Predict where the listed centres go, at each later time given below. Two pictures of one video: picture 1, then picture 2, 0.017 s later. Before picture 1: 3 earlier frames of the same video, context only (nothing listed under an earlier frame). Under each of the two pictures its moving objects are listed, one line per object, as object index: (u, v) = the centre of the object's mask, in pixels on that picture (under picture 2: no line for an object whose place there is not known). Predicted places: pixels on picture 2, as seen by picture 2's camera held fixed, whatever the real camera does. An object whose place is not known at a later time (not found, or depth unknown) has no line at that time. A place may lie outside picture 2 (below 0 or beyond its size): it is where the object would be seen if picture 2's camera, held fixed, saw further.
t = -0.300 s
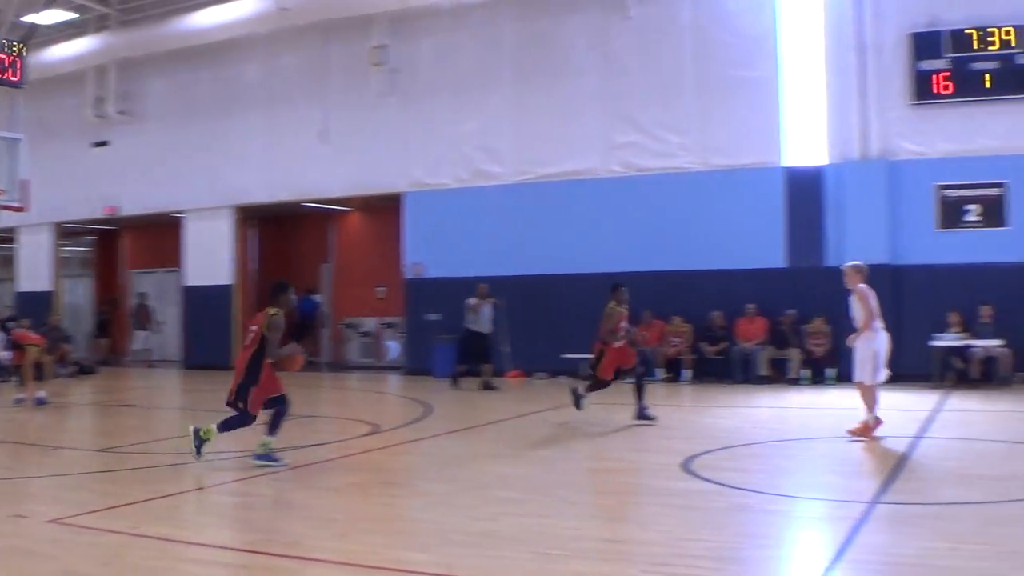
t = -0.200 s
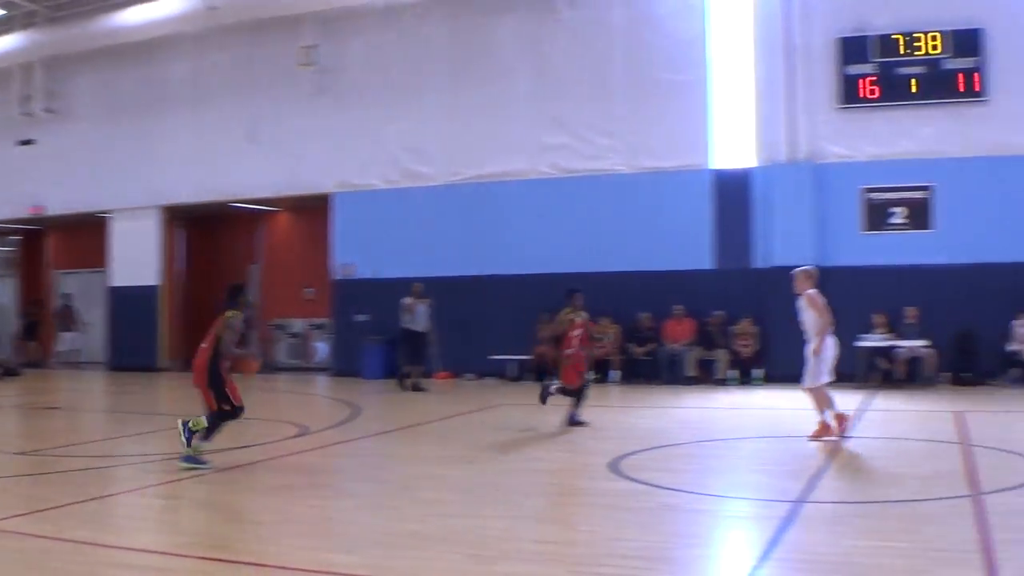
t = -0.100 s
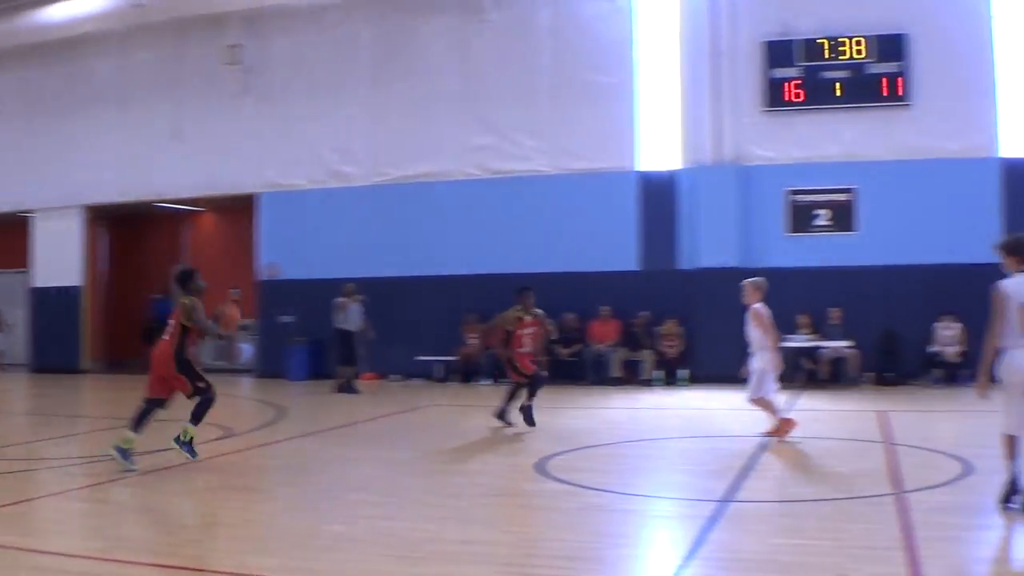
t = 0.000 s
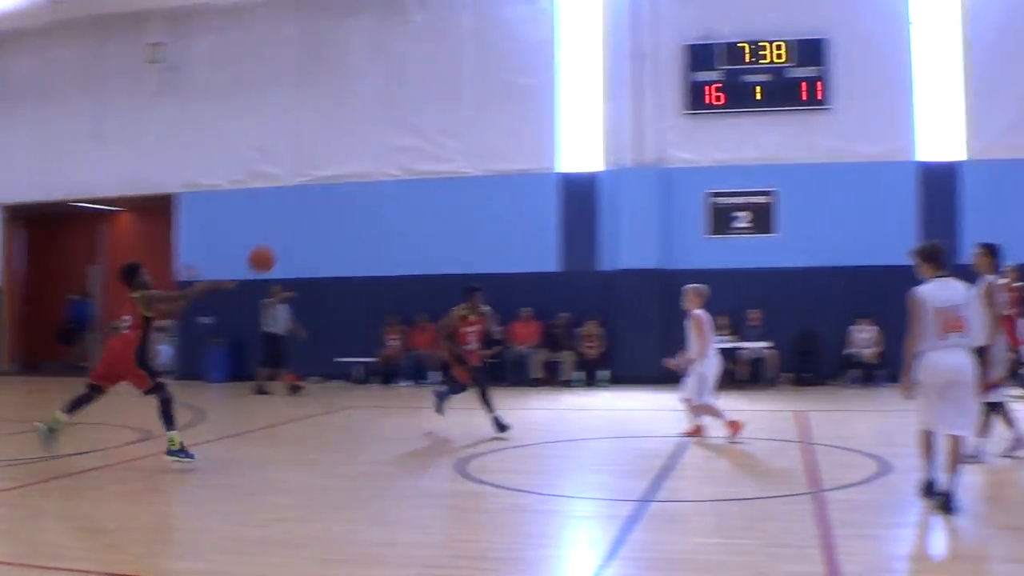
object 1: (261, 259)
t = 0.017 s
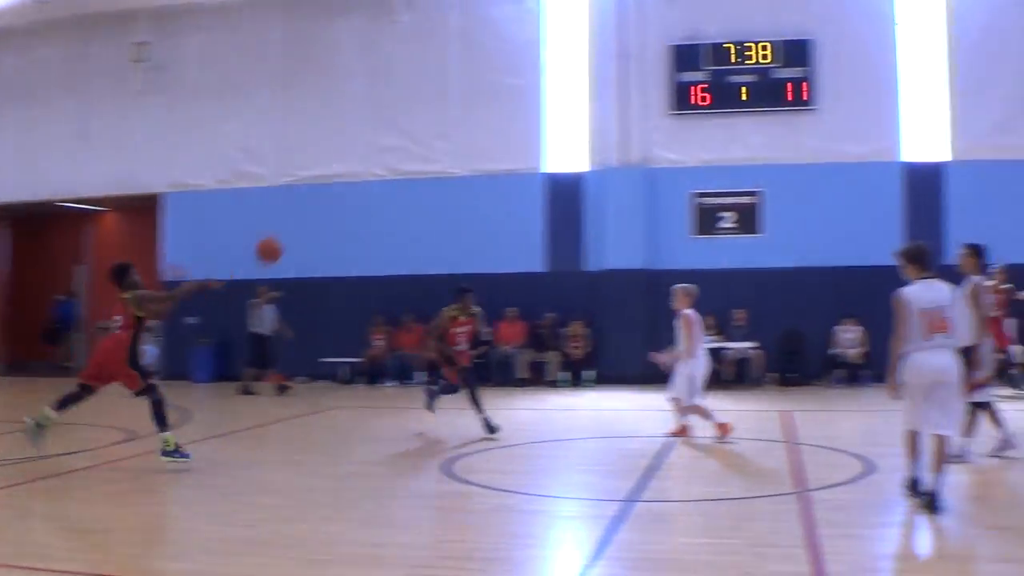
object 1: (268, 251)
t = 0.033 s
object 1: (286, 241)
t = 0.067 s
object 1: (321, 225)
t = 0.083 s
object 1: (338, 218)
